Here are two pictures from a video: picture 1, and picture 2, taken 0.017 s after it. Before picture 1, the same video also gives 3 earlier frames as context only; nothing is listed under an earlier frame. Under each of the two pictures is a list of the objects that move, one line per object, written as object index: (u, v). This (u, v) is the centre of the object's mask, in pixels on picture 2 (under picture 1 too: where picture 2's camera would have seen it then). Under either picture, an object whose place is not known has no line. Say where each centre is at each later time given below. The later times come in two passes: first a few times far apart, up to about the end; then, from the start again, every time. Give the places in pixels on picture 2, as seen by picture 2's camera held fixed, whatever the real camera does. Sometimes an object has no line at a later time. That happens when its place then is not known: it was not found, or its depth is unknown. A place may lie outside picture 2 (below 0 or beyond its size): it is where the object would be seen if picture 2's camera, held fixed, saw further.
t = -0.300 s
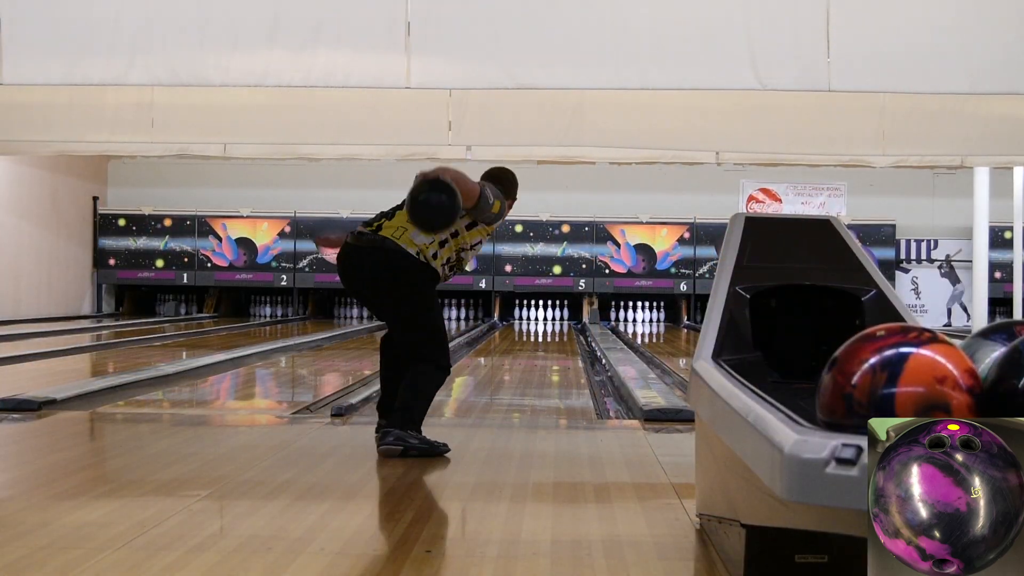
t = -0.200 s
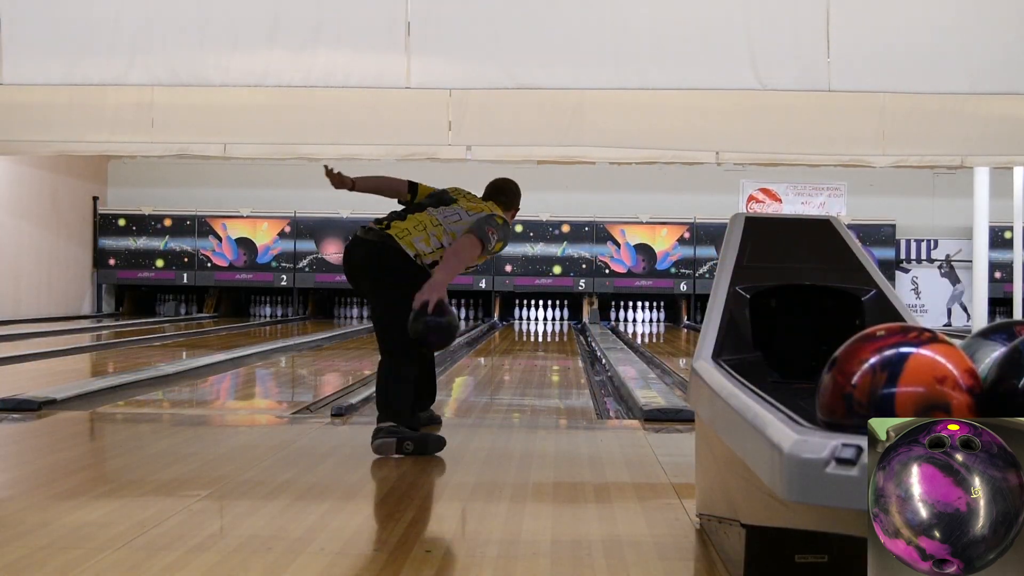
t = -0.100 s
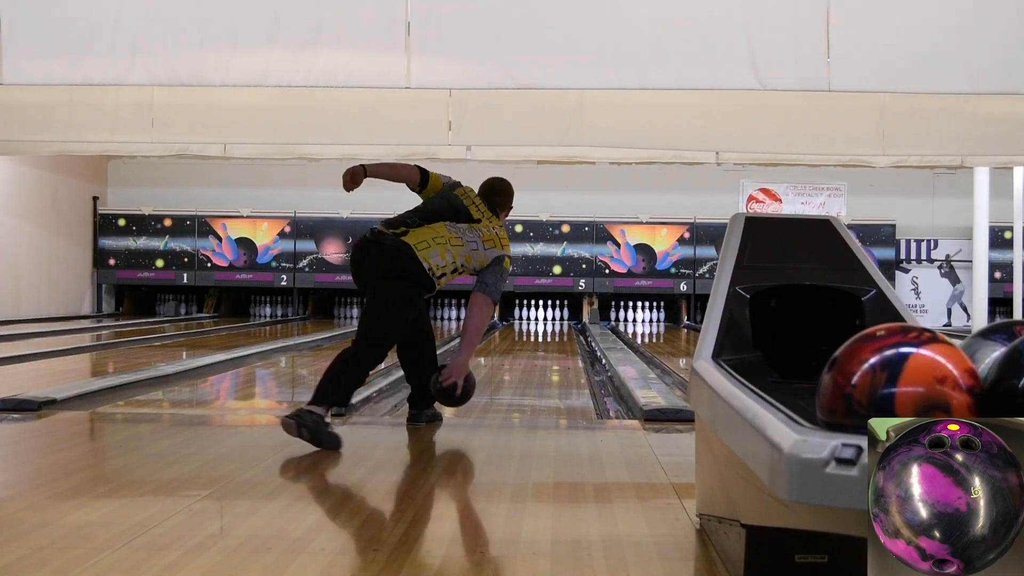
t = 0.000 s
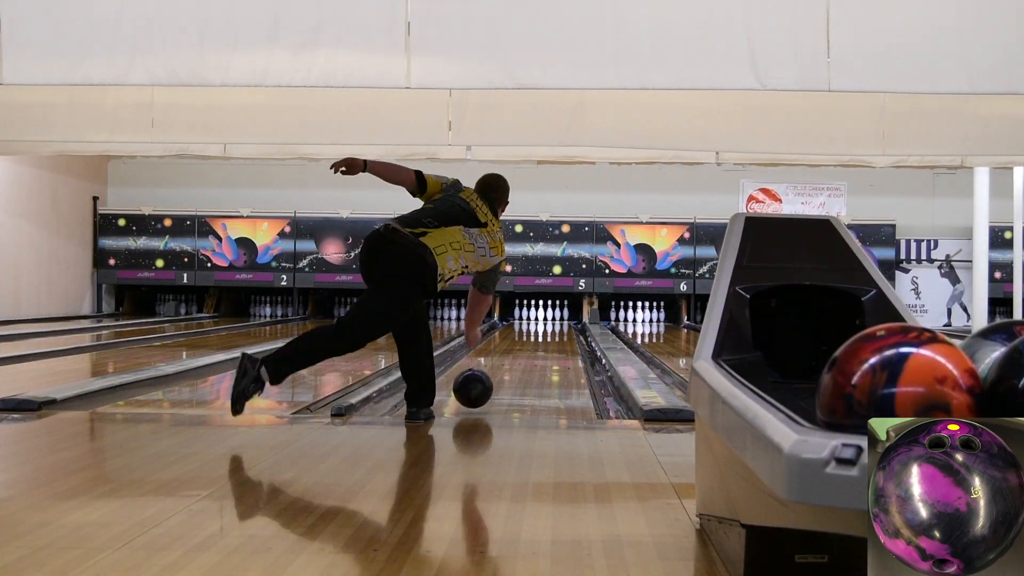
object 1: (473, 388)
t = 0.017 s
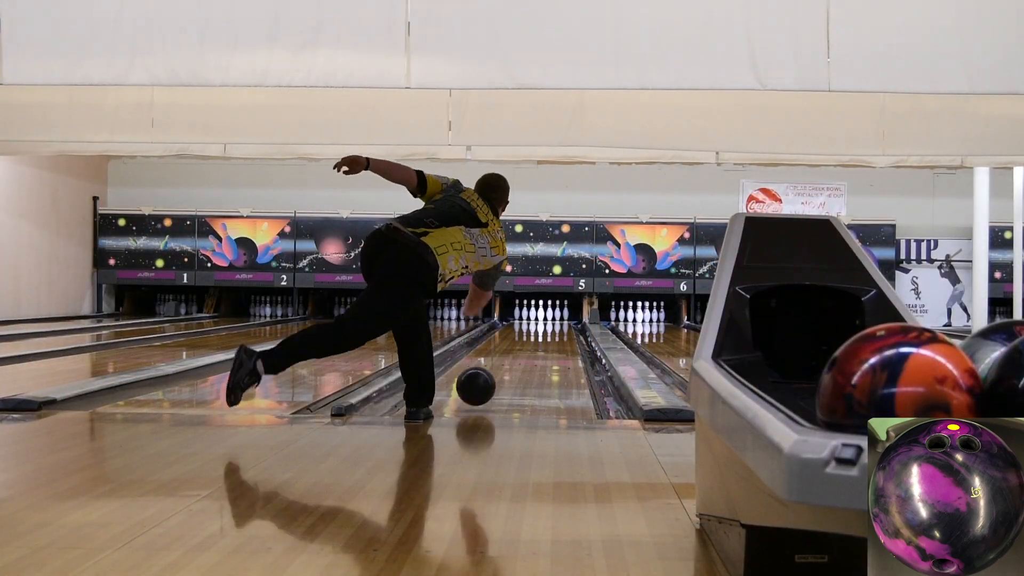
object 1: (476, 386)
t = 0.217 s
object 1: (504, 372)
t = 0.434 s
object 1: (524, 358)
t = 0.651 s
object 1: (538, 347)
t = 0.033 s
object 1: (479, 385)
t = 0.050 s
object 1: (481, 384)
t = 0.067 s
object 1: (484, 383)
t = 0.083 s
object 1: (486, 383)
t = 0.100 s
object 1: (489, 382)
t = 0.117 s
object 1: (491, 380)
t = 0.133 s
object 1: (493, 378)
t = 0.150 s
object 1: (496, 377)
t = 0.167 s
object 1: (498, 376)
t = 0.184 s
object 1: (500, 374)
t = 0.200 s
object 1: (502, 373)
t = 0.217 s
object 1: (504, 372)
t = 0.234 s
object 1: (506, 370)
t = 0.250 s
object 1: (508, 369)
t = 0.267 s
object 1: (509, 368)
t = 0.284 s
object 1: (511, 367)
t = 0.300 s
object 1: (512, 365)
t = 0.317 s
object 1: (514, 364)
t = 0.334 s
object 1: (516, 363)
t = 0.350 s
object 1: (517, 362)
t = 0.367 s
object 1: (519, 361)
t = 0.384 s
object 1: (520, 360)
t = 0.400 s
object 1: (521, 359)
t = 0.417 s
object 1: (523, 358)
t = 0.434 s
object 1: (524, 358)
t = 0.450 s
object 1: (525, 357)
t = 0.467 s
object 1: (527, 356)
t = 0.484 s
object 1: (528, 355)
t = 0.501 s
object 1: (529, 354)
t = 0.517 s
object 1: (530, 353)
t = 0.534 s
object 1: (531, 352)
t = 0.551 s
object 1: (532, 351)
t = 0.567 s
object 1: (533, 351)
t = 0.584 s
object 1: (534, 350)
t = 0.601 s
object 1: (536, 349)
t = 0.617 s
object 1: (537, 348)
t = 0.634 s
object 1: (537, 347)
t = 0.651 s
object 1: (538, 347)
